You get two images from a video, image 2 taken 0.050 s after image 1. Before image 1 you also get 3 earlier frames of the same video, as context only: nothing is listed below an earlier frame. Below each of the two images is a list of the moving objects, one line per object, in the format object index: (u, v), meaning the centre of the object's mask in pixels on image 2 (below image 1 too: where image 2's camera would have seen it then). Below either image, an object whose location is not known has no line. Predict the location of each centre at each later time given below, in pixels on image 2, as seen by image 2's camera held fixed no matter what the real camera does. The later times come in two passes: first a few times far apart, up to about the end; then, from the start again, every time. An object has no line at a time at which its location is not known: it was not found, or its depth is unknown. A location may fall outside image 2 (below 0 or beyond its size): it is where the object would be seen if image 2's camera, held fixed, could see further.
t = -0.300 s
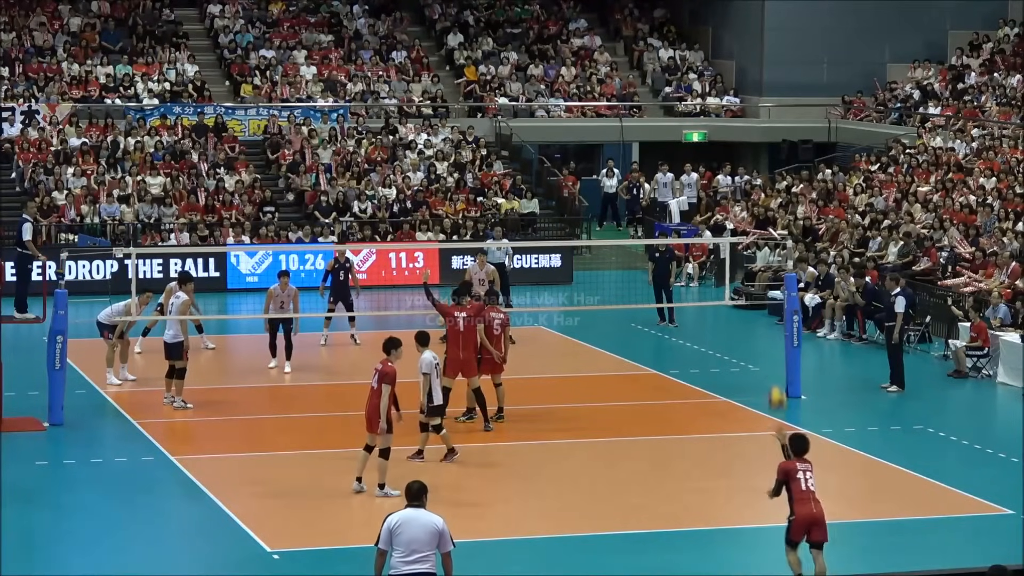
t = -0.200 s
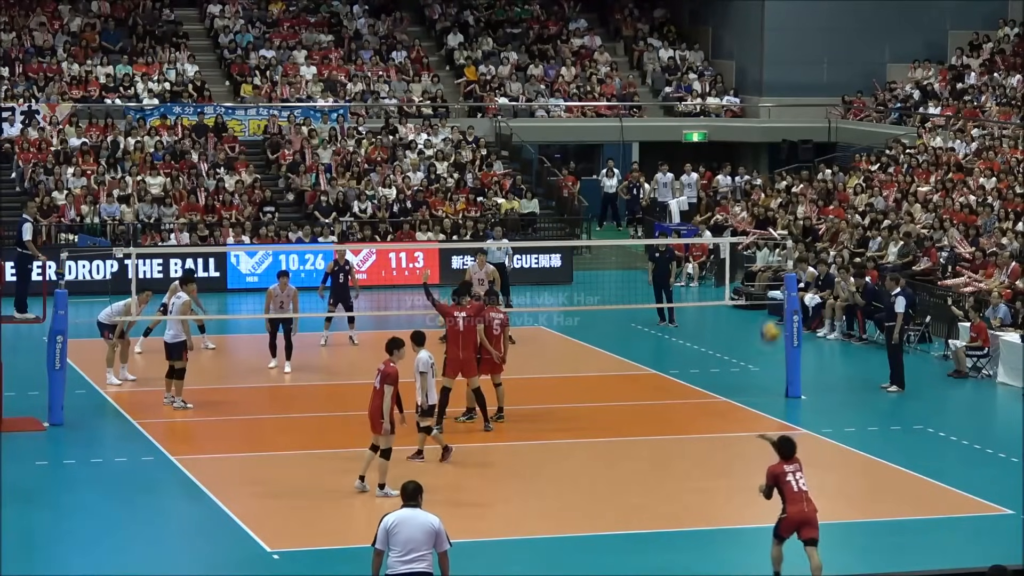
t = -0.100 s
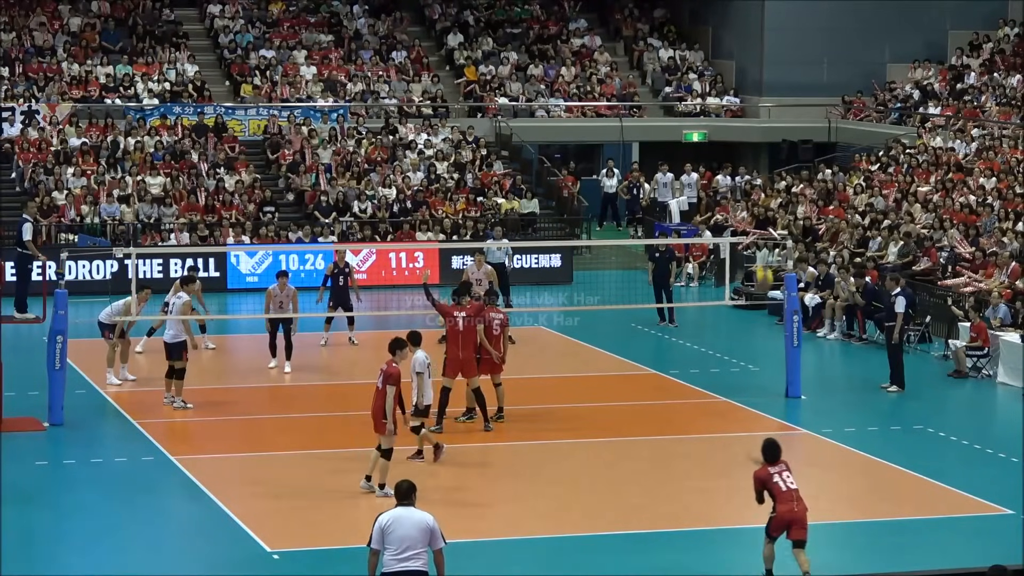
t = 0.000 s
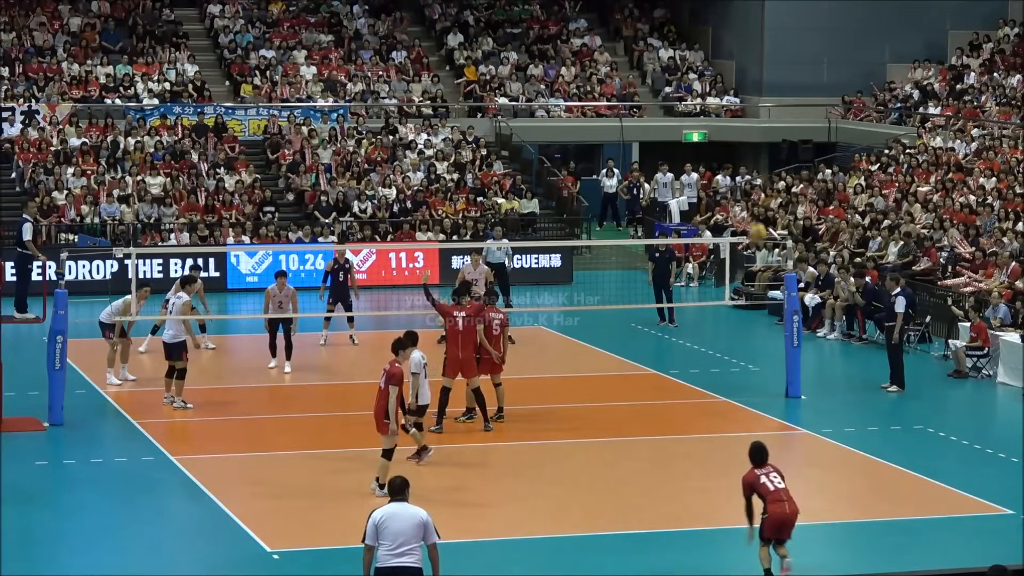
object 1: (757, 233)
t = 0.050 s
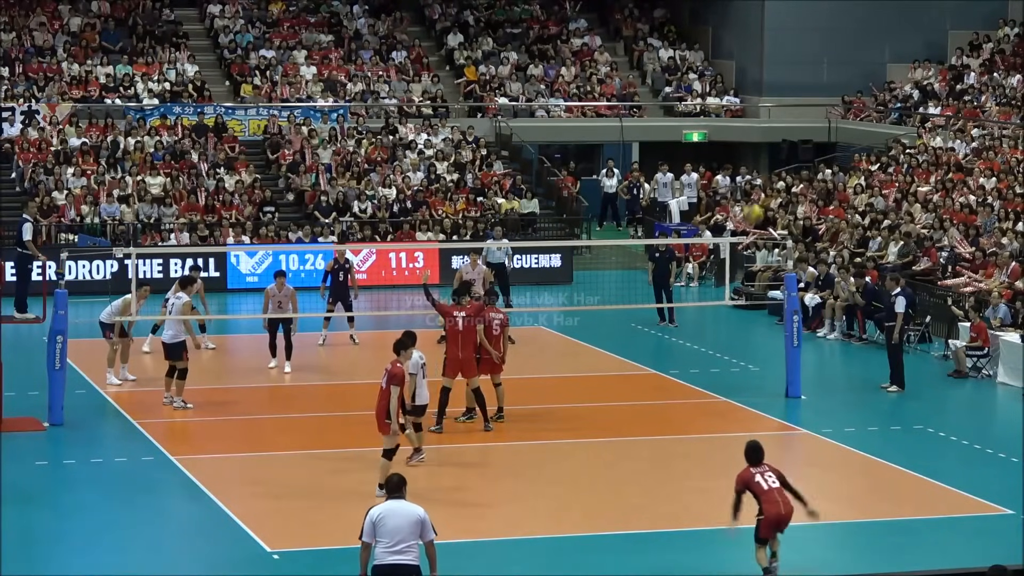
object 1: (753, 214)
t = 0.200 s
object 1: (742, 172)
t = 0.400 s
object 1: (727, 151)
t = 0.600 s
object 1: (712, 164)
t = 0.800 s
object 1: (698, 211)
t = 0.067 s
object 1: (752, 207)
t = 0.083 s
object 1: (751, 203)
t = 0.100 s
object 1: (750, 198)
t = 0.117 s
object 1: (750, 193)
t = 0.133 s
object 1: (749, 189)
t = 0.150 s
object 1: (747, 185)
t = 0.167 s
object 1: (745, 181)
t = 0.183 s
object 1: (743, 177)
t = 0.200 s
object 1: (742, 172)
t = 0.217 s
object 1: (741, 169)
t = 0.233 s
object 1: (739, 166)
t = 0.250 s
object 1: (739, 164)
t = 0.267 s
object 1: (737, 161)
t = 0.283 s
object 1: (735, 159)
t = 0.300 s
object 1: (734, 157)
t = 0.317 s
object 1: (733, 156)
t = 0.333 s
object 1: (732, 154)
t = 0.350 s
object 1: (730, 153)
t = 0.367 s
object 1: (729, 152)
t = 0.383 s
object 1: (728, 151)
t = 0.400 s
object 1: (727, 151)
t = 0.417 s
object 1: (725, 151)
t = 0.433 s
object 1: (724, 151)
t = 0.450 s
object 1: (723, 151)
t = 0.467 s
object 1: (722, 152)
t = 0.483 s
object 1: (720, 153)
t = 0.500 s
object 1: (719, 153)
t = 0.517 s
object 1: (718, 155)
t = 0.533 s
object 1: (717, 156)
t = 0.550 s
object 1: (716, 158)
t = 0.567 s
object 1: (714, 160)
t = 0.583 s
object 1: (714, 162)
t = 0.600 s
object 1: (712, 164)
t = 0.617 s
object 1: (711, 166)
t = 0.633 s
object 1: (710, 169)
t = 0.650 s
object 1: (708, 171)
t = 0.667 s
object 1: (707, 175)
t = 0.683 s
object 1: (706, 180)
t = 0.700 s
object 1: (705, 183)
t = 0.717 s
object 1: (705, 188)
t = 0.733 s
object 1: (702, 191)
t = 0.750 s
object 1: (702, 197)
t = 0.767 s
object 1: (701, 202)
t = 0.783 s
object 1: (699, 206)
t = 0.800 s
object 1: (698, 211)
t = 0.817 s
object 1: (697, 216)
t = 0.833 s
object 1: (695, 221)
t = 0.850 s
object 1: (695, 227)
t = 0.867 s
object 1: (694, 234)
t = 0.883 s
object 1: (692, 239)
